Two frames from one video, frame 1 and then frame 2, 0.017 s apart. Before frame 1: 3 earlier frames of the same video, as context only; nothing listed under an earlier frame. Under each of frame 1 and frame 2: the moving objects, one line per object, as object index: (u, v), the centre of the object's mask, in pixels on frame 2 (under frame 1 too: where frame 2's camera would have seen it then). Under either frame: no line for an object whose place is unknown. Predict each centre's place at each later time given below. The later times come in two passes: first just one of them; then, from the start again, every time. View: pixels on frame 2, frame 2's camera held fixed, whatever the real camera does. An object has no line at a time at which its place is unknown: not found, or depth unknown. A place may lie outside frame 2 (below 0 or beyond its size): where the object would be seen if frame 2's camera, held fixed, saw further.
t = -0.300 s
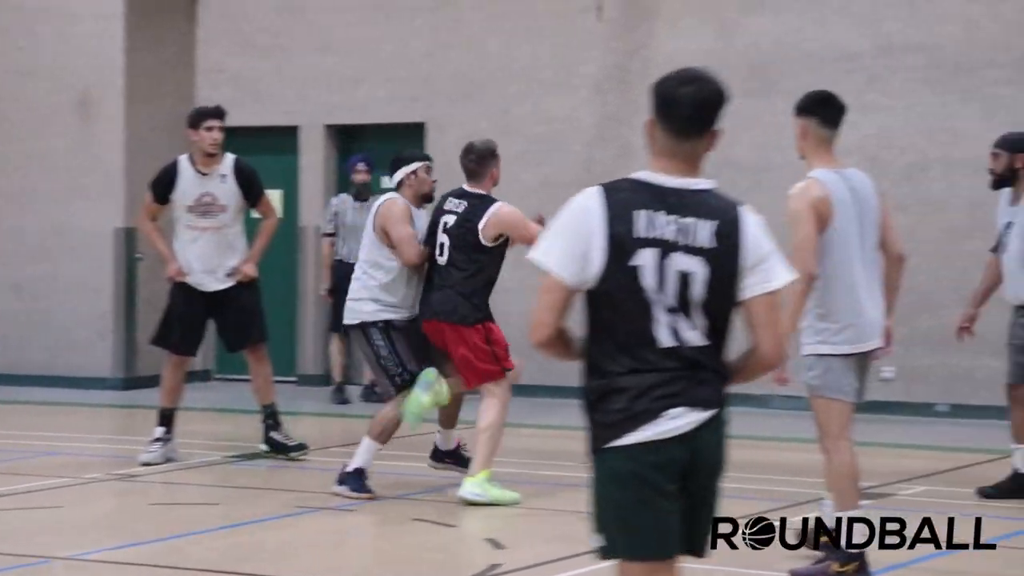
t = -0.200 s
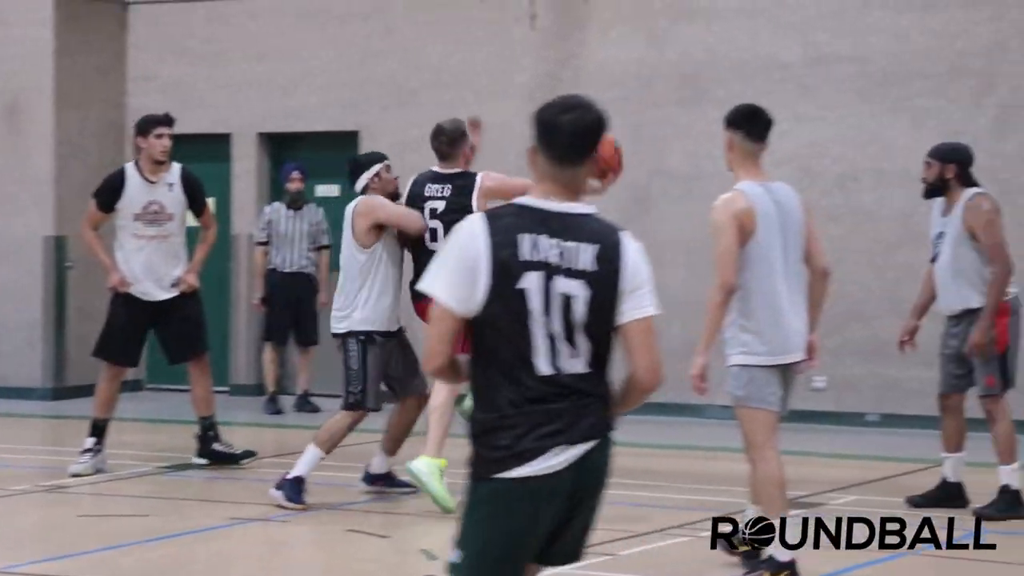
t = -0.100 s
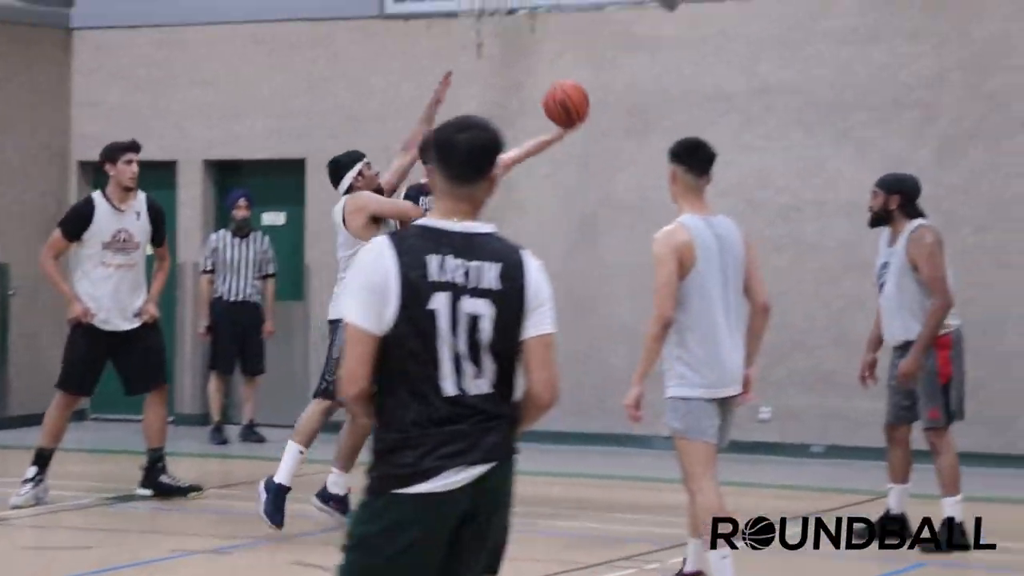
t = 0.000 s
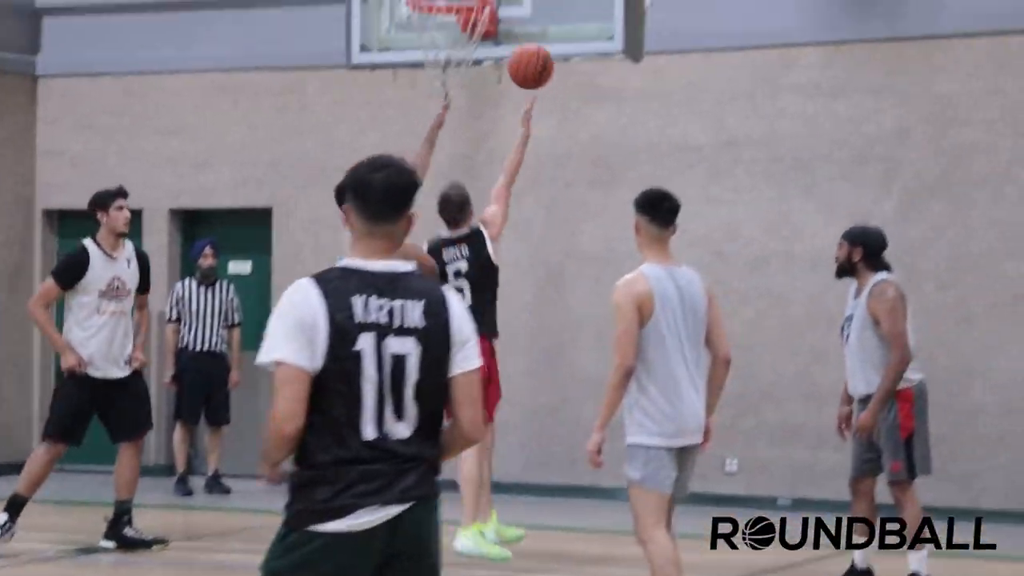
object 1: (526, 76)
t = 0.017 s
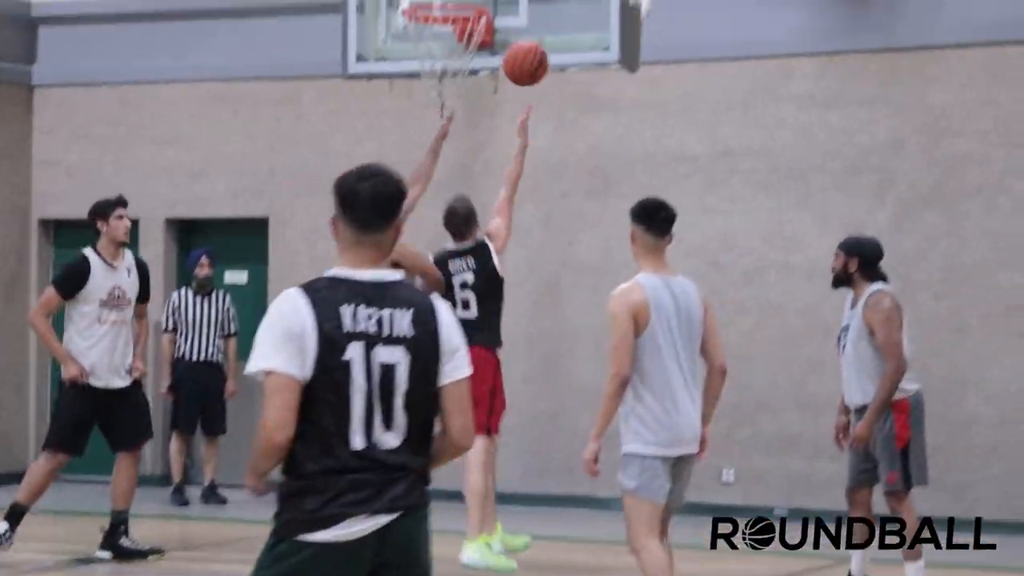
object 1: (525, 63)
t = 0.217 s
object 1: (506, -49)
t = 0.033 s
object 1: (524, 51)
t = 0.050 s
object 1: (522, 39)
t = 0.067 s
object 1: (521, 27)
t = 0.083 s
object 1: (519, 17)
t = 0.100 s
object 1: (517, 6)
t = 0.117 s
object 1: (516, -3)
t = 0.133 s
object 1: (514, -12)
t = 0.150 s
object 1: (512, -21)
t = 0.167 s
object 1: (511, -29)
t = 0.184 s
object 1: (509, -37)
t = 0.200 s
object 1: (507, -43)
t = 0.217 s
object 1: (506, -49)
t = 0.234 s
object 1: (504, -55)
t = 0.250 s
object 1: (503, -60)
